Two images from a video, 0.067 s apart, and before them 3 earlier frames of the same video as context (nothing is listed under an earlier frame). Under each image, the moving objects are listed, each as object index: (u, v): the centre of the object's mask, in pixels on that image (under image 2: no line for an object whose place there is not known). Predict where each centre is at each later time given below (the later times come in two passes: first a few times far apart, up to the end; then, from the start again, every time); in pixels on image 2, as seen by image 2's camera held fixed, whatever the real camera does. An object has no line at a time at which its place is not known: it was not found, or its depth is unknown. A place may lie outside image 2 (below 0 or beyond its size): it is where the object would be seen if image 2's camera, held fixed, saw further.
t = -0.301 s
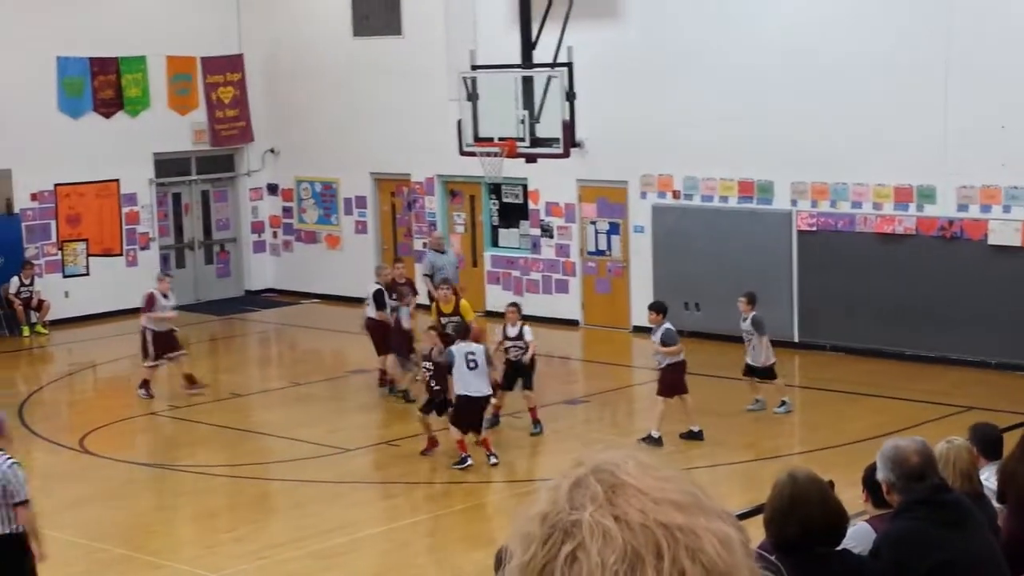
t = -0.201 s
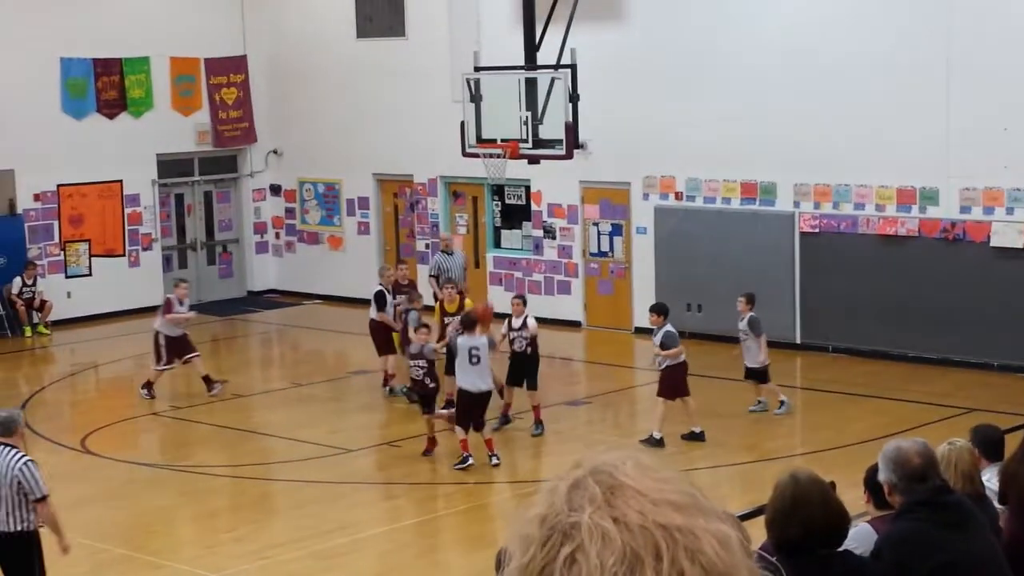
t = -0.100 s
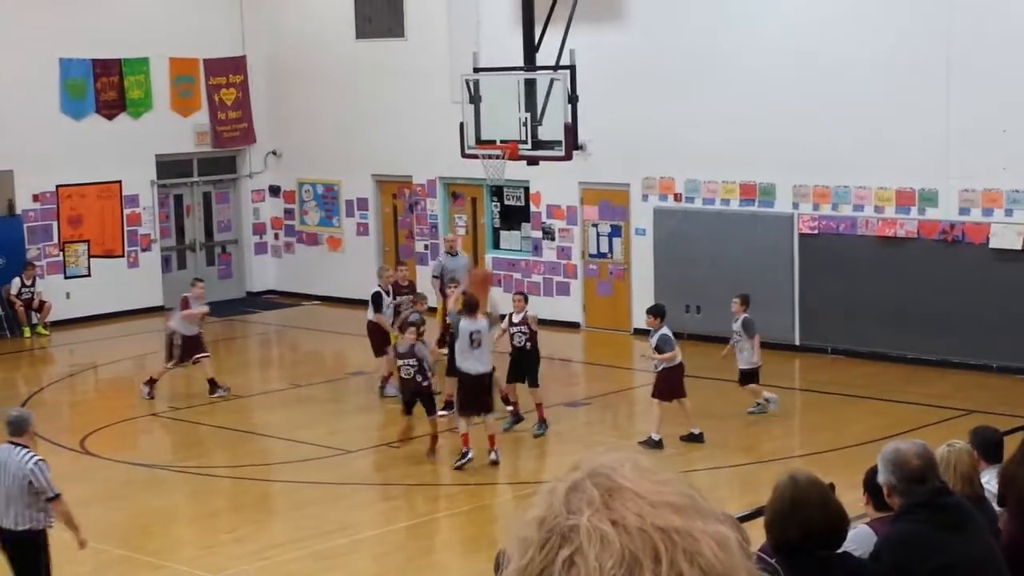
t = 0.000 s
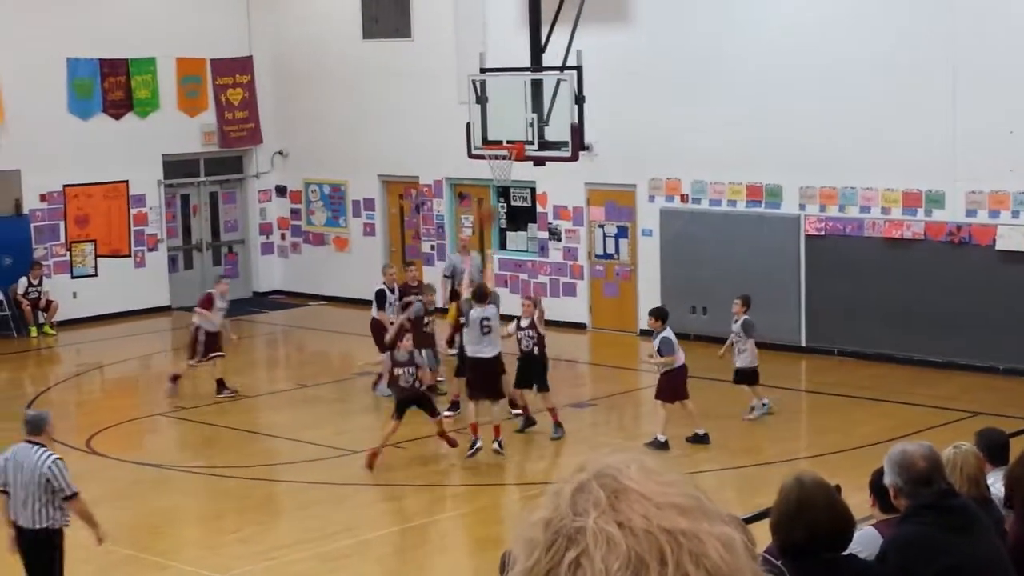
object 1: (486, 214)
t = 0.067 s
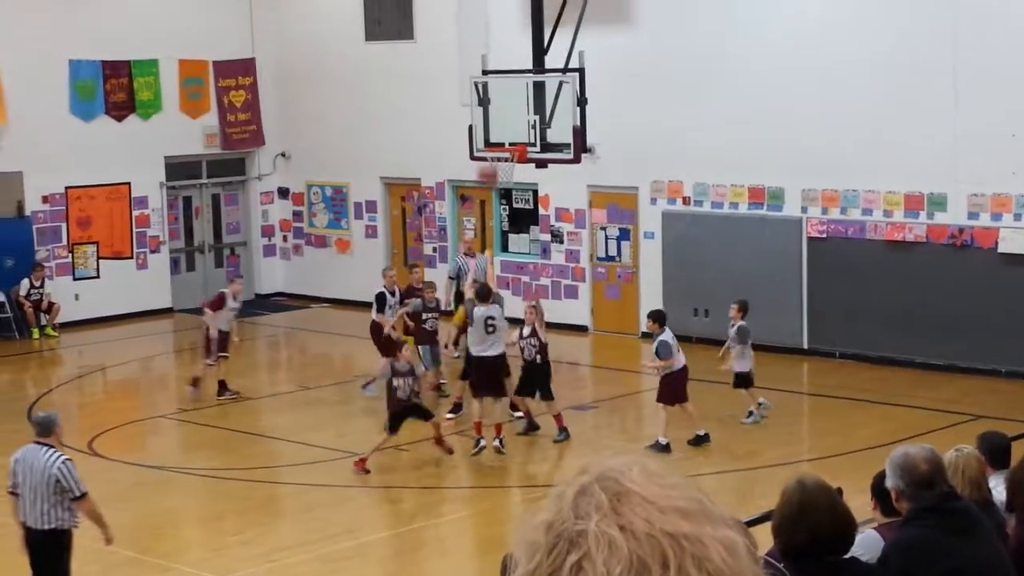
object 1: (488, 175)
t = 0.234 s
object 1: (485, 92)
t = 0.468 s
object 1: (482, 23)
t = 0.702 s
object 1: (481, 5)
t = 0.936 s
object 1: (481, 35)
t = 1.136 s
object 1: (481, 95)
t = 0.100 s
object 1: (488, 157)
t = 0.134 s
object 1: (486, 137)
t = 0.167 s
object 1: (486, 121)
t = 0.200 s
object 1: (485, 106)
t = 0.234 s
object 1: (485, 92)
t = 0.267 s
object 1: (485, 80)
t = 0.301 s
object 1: (485, 66)
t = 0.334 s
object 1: (484, 56)
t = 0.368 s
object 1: (484, 46)
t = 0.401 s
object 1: (484, 37)
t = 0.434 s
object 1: (483, 29)
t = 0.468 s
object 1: (482, 23)
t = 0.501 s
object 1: (481, 17)
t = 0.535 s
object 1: (481, 13)
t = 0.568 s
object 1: (482, 10)
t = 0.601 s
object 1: (482, 7)
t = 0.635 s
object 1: (483, 6)
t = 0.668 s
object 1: (482, 5)
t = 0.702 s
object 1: (481, 5)
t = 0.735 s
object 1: (481, 7)
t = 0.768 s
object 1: (481, 9)
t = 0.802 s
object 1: (481, 13)
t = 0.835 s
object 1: (481, 17)
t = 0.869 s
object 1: (481, 22)
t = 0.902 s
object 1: (481, 28)
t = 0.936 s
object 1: (481, 35)
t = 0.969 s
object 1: (481, 43)
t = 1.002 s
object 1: (481, 51)
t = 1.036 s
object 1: (480, 60)
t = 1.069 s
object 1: (480, 69)
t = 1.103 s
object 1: (480, 83)
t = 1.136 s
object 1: (481, 95)
